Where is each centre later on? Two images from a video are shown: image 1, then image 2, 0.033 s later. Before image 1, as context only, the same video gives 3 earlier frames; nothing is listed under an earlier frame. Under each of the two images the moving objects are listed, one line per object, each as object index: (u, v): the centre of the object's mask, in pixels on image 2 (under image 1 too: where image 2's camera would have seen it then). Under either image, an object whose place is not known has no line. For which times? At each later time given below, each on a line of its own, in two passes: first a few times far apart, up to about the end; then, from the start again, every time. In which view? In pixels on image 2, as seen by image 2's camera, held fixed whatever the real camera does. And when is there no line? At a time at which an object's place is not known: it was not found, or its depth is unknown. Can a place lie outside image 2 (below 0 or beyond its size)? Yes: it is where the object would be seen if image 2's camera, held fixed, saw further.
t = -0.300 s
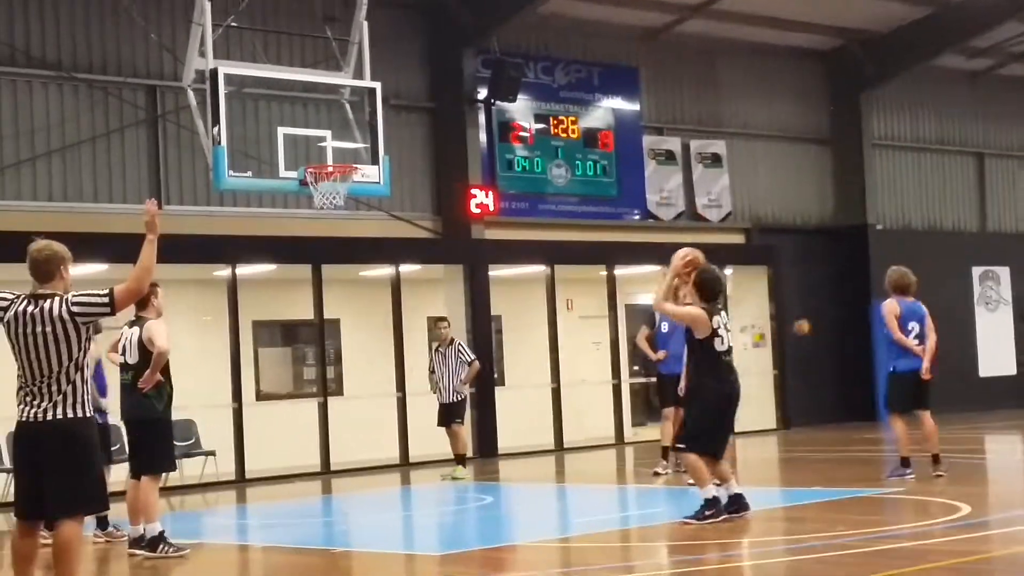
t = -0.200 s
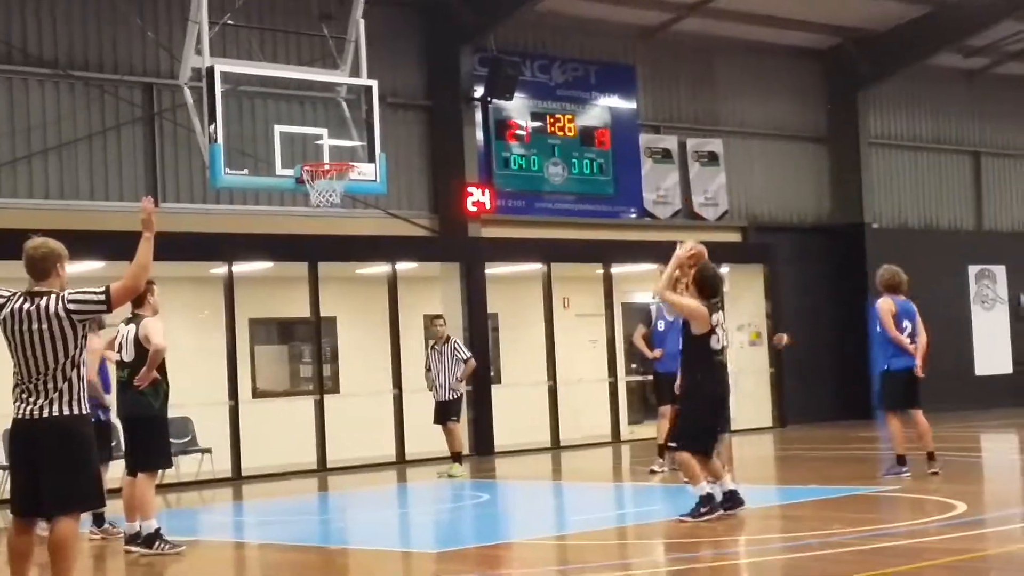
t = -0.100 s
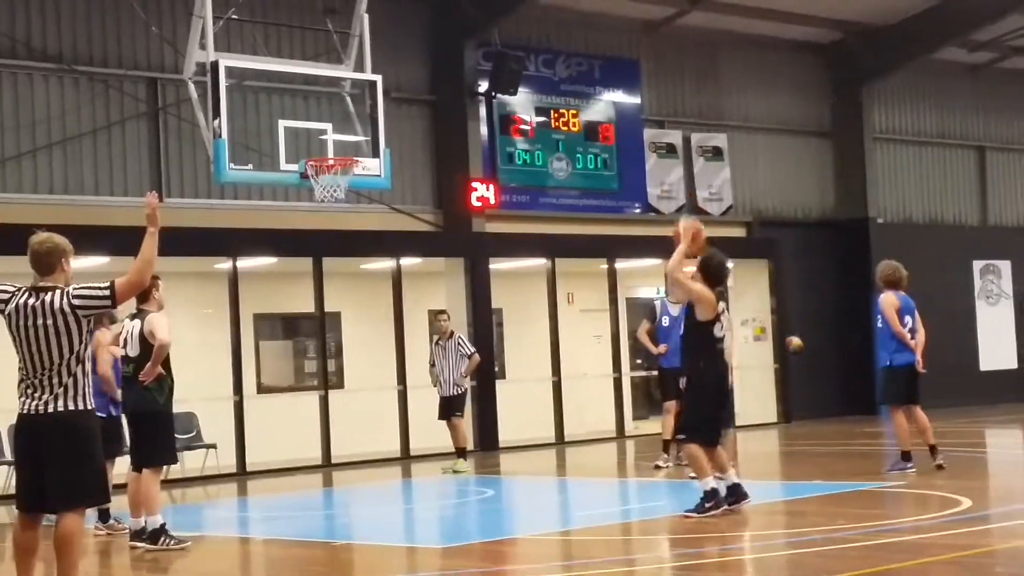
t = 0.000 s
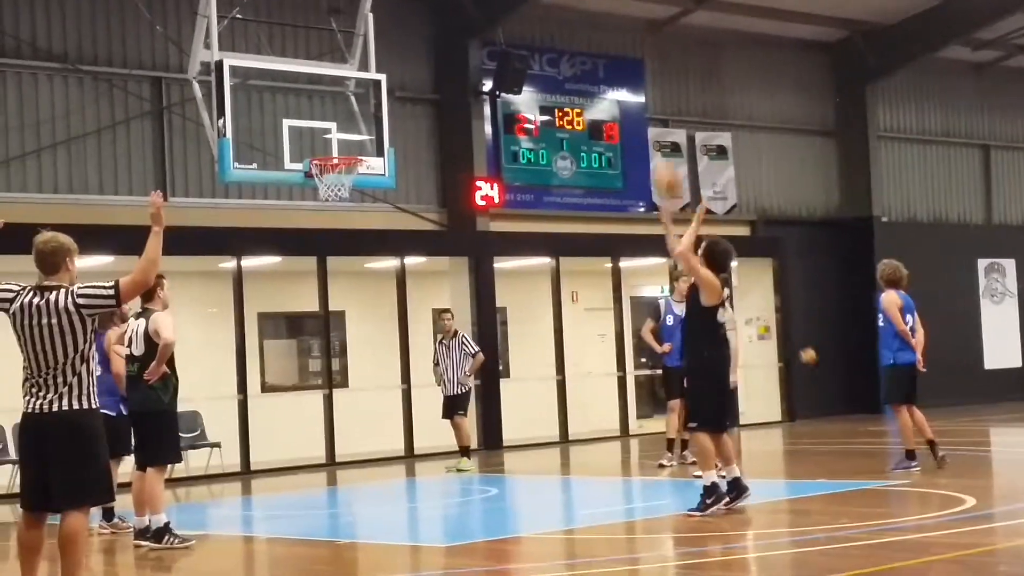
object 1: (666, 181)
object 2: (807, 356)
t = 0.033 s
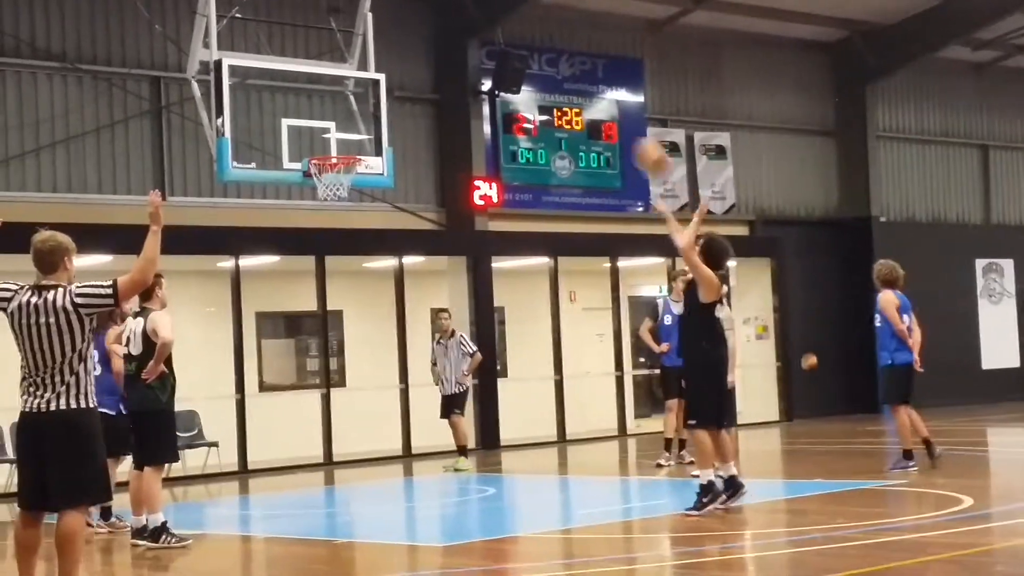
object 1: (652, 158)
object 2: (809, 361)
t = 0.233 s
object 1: (573, 57)
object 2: (830, 413)
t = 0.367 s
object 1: (524, 24)
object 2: (836, 386)
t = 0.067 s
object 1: (636, 136)
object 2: (812, 368)
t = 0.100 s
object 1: (626, 118)
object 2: (815, 375)
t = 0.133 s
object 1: (610, 99)
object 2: (820, 384)
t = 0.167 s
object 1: (596, 82)
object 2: (822, 394)
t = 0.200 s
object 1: (586, 69)
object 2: (825, 403)
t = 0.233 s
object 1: (573, 57)
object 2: (830, 413)
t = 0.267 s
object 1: (559, 47)
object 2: (832, 409)
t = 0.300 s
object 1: (547, 38)
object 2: (834, 400)
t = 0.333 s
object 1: (535, 31)
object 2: (835, 392)
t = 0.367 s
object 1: (524, 24)
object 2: (836, 386)
